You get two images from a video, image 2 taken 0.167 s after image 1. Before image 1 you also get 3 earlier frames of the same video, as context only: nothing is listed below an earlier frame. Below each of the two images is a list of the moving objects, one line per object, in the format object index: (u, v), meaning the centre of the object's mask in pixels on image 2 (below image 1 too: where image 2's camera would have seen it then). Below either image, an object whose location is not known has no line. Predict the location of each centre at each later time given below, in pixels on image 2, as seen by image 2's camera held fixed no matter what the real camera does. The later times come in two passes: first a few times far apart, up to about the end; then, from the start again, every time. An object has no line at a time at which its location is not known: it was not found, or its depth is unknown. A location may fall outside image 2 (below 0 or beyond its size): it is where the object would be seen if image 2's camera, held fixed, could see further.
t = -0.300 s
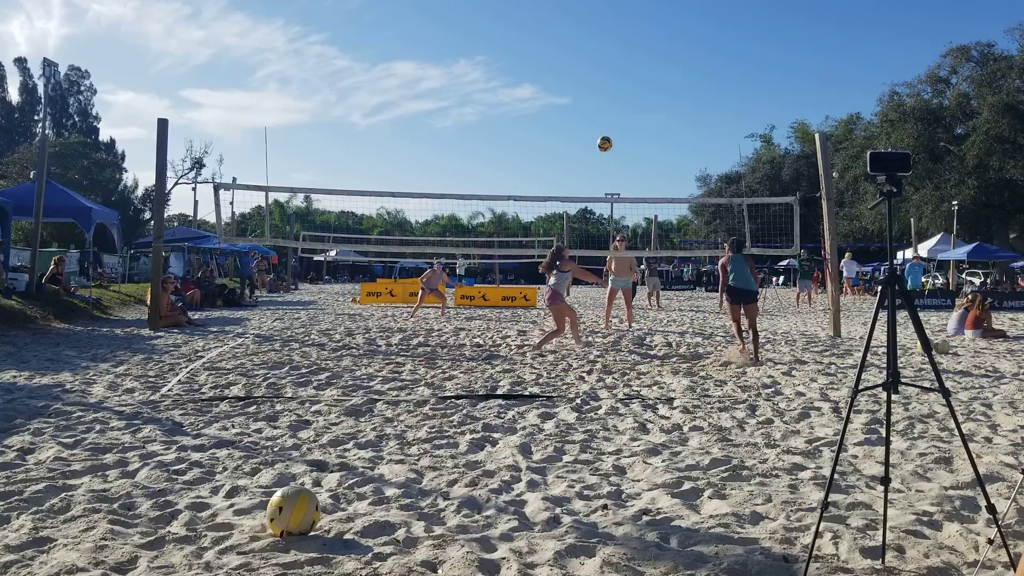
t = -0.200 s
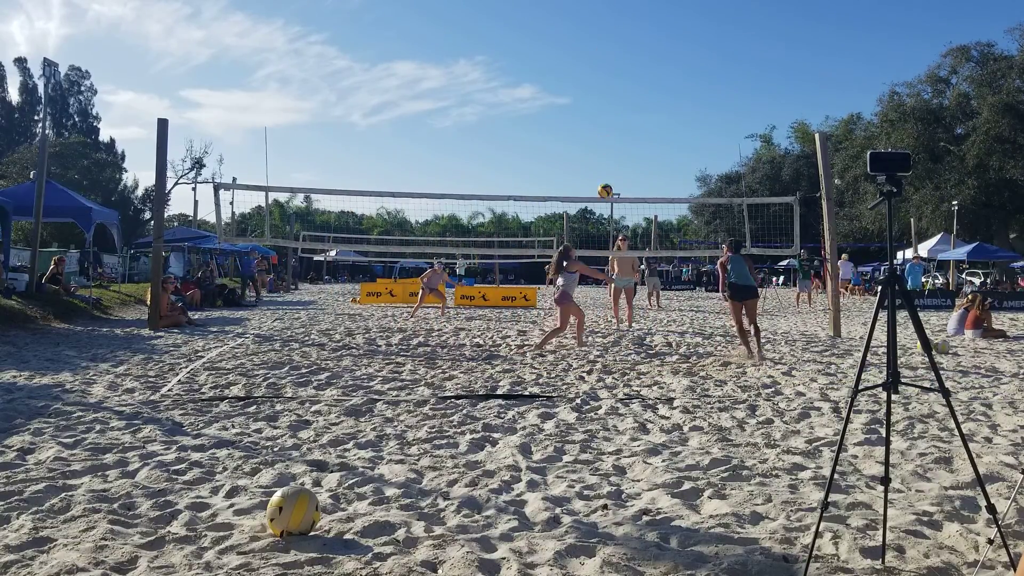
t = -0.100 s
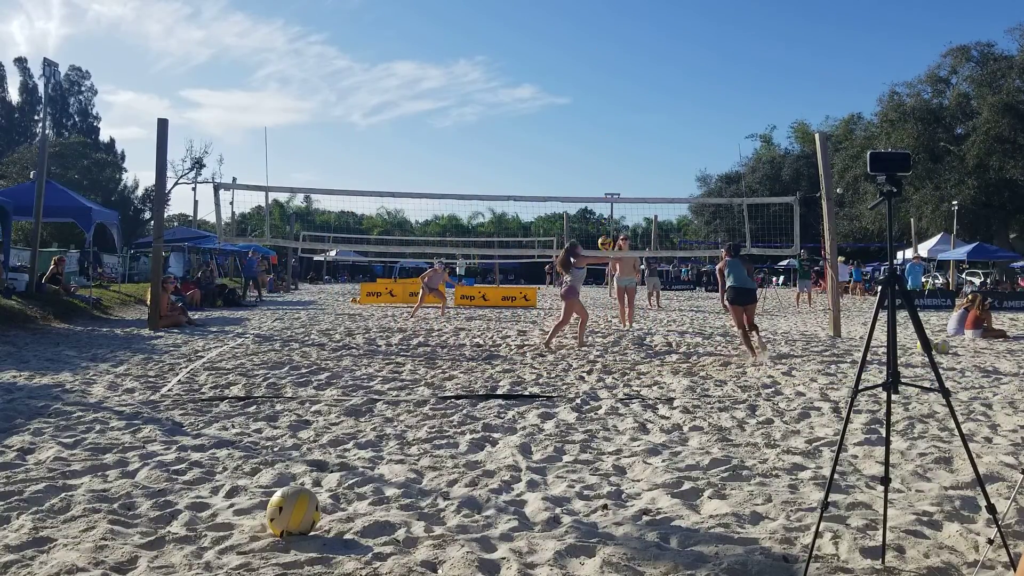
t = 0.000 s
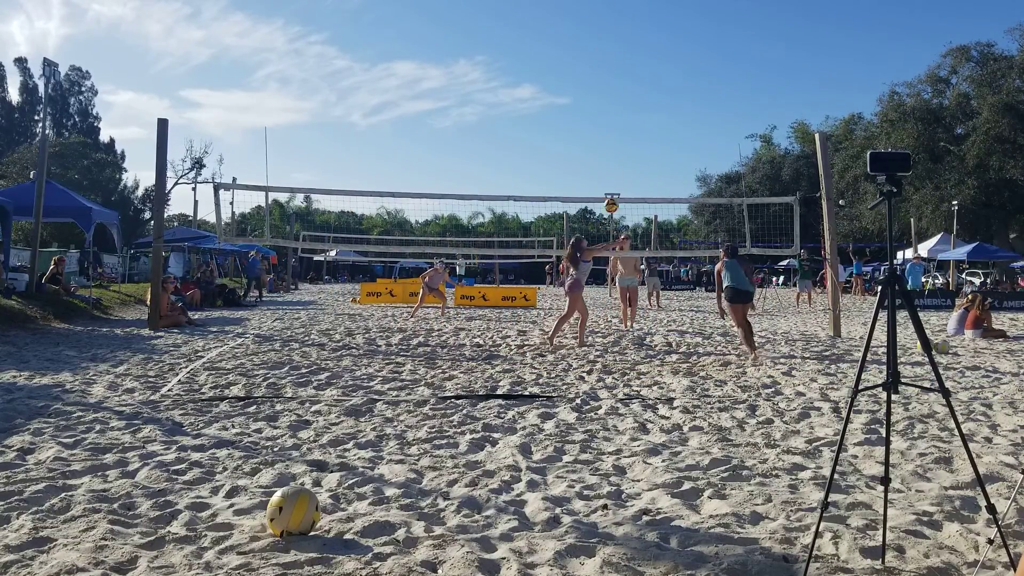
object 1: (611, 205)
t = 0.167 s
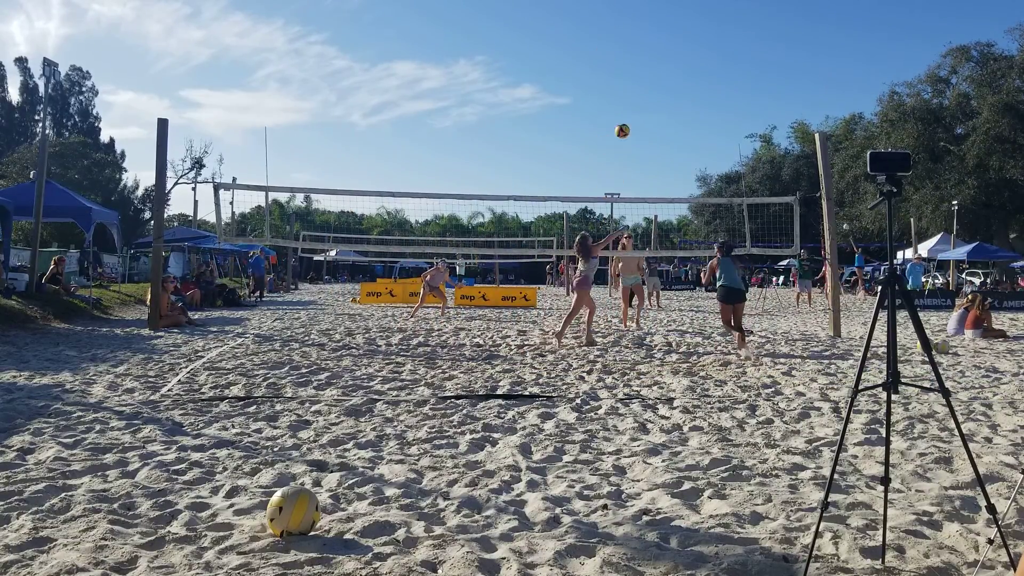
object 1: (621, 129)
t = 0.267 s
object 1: (629, 95)
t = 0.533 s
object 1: (647, 35)
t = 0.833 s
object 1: (665, 22)
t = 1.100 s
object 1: (682, 60)
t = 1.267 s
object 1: (694, 106)
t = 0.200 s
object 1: (624, 118)
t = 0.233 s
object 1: (626, 106)
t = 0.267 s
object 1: (629, 95)
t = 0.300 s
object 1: (631, 85)
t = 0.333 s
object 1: (633, 75)
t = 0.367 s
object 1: (636, 67)
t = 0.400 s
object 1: (638, 59)
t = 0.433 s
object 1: (640, 52)
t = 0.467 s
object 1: (642, 45)
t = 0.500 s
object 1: (644, 39)
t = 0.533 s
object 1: (647, 35)
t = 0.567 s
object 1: (649, 30)
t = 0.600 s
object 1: (651, 27)
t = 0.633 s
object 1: (653, 24)
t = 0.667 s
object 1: (655, 22)
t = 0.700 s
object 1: (657, 20)
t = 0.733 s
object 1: (659, 20)
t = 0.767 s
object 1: (661, 20)
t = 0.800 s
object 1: (663, 20)
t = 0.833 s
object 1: (665, 22)
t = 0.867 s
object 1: (667, 24)
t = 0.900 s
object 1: (669, 27)
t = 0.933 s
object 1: (671, 31)
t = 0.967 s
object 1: (673, 35)
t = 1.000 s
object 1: (675, 40)
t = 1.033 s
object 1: (677, 46)
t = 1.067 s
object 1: (680, 52)
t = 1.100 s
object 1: (682, 60)
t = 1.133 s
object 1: (684, 68)
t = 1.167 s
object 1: (686, 77)
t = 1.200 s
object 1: (689, 86)
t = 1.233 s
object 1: (691, 96)
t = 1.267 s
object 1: (694, 106)
